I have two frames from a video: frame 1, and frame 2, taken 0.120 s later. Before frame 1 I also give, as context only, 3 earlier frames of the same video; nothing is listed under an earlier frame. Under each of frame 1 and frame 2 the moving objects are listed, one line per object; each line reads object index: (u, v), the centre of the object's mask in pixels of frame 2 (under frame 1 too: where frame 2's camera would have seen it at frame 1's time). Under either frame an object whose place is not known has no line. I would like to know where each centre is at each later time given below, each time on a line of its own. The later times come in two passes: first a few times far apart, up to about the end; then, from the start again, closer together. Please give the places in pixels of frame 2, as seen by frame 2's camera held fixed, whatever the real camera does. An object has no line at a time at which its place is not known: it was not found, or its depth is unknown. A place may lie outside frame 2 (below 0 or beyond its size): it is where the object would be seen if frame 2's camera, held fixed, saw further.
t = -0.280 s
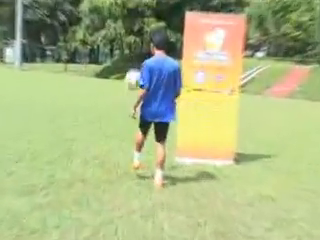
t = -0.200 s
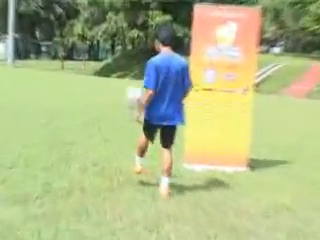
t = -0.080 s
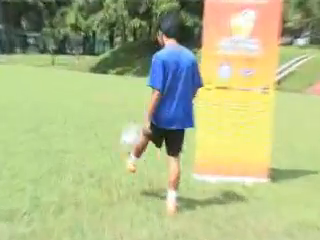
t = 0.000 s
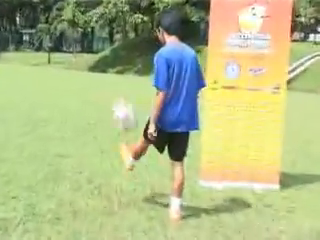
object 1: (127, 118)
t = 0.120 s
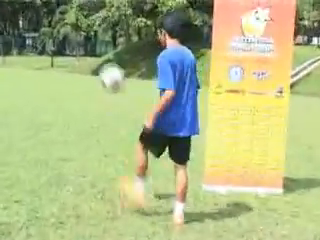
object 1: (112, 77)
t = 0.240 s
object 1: (96, 52)
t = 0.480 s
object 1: (70, 49)
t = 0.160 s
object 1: (107, 67)
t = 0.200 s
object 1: (102, 61)
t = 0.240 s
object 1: (96, 52)
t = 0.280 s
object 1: (92, 48)
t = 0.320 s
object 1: (89, 45)
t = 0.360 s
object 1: (84, 44)
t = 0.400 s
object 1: (79, 44)
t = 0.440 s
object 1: (75, 46)
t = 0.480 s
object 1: (70, 49)
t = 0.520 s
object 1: (64, 54)
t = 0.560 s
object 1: (58, 63)
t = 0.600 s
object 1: (51, 70)
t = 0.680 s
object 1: (41, 95)
